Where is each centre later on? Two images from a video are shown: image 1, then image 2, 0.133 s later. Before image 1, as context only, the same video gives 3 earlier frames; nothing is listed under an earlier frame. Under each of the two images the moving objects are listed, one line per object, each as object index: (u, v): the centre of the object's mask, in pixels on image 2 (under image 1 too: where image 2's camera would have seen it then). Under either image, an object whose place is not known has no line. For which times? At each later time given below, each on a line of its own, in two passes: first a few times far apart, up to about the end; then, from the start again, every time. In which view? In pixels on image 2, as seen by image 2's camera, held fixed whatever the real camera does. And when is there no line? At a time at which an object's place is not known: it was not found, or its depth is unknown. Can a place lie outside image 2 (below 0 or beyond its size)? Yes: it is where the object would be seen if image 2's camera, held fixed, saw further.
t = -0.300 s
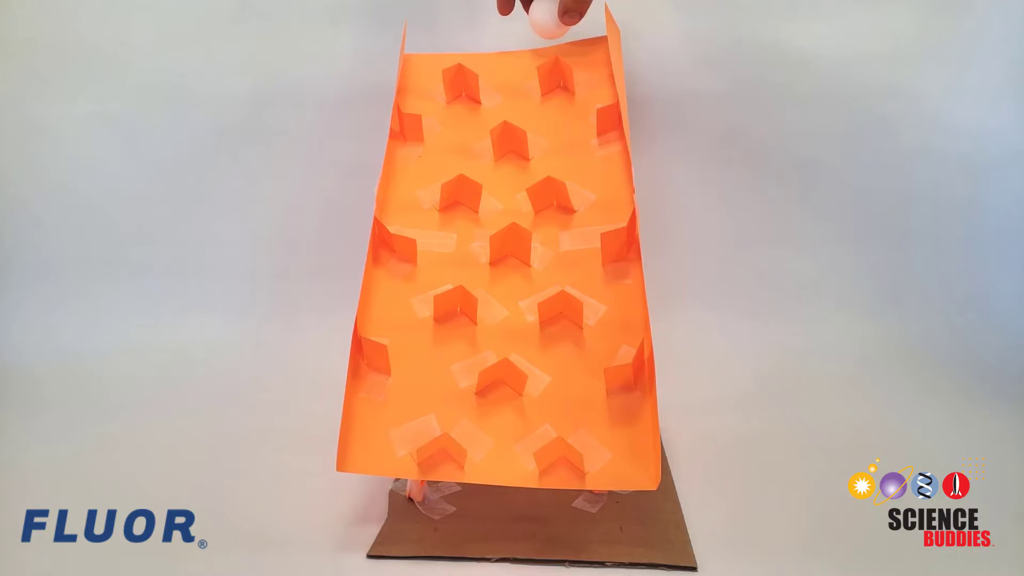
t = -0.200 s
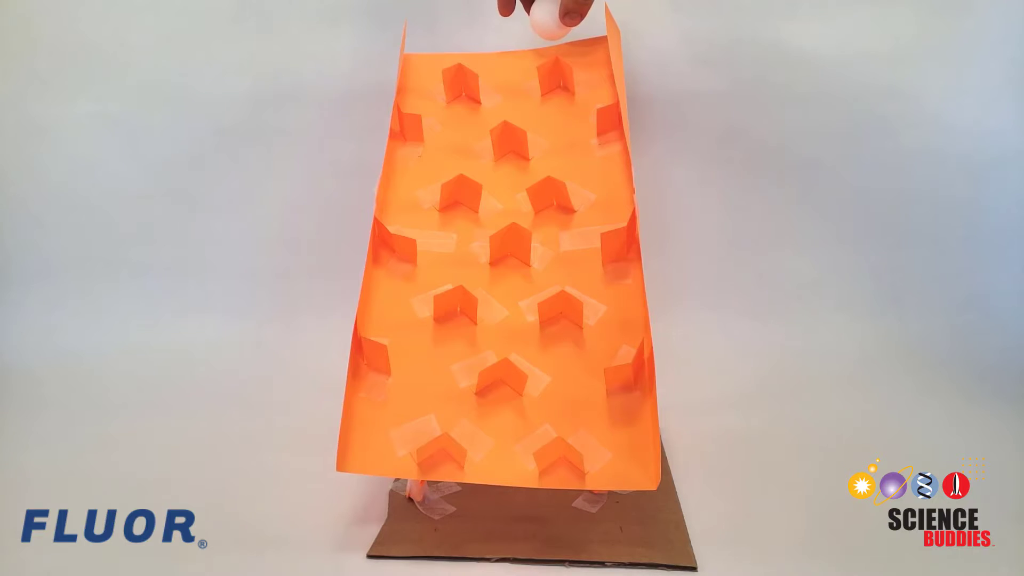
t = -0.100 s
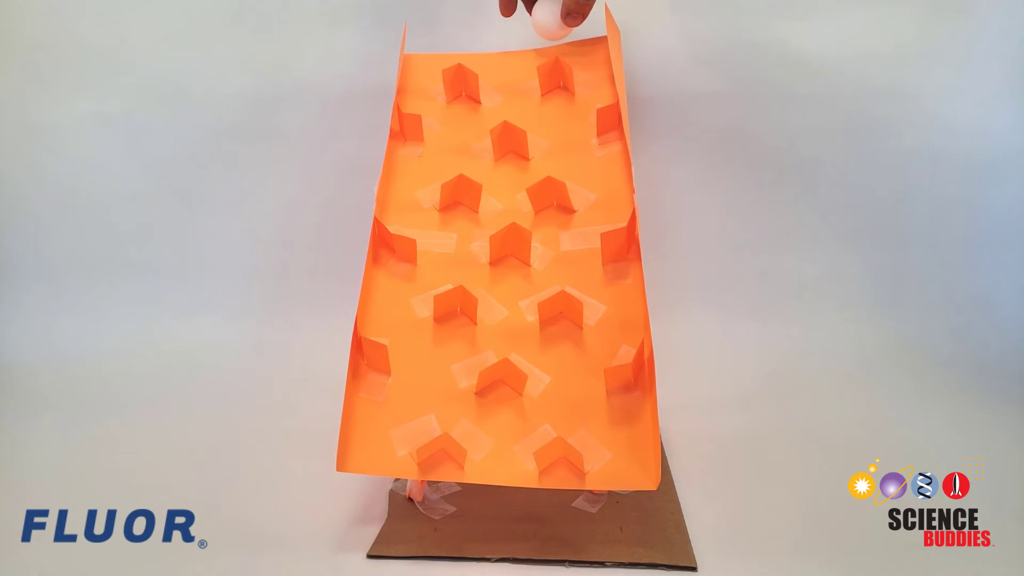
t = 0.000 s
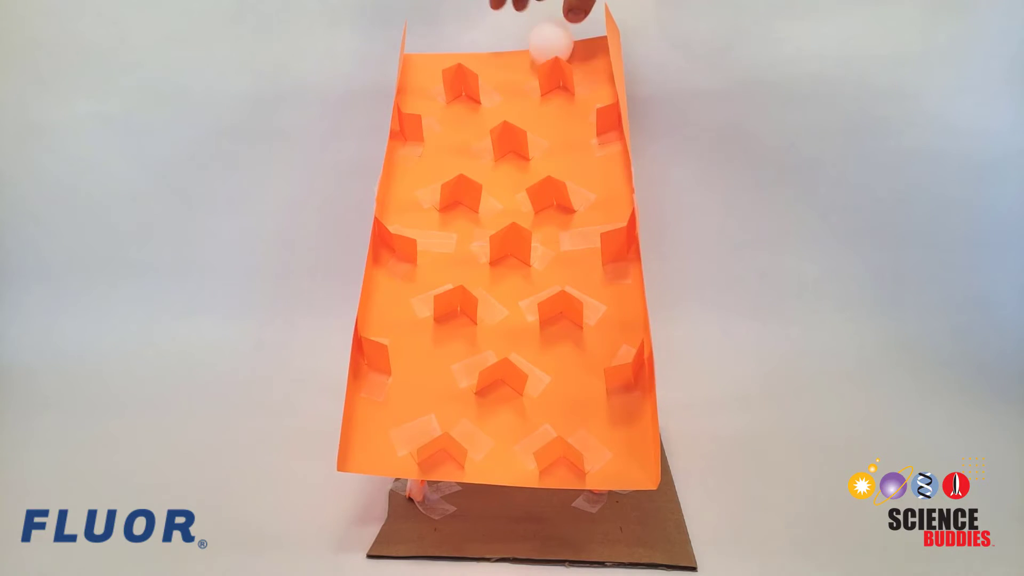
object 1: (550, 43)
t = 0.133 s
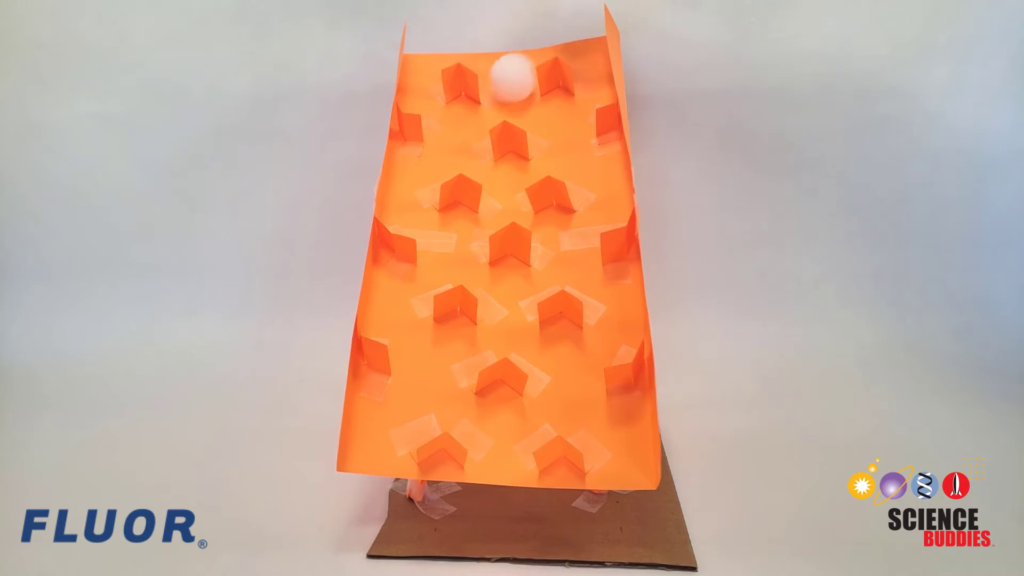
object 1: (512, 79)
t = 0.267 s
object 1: (525, 115)
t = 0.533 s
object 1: (610, 209)
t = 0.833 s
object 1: (577, 261)
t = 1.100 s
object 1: (566, 361)
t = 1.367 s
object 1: (565, 382)
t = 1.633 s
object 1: (512, 509)
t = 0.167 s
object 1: (499, 89)
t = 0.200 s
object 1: (503, 94)
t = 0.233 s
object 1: (516, 106)
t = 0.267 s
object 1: (525, 115)
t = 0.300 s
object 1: (537, 117)
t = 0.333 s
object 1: (547, 127)
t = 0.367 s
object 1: (555, 139)
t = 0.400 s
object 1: (565, 155)
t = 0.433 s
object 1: (575, 178)
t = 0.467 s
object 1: (594, 186)
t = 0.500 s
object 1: (614, 196)
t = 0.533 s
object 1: (610, 209)
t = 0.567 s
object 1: (603, 220)
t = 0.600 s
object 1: (588, 228)
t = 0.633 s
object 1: (573, 231)
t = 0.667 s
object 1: (558, 240)
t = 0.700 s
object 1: (552, 246)
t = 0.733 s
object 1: (560, 243)
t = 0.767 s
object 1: (566, 244)
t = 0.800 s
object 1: (572, 250)
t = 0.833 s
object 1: (577, 261)
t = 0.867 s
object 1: (582, 276)
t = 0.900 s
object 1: (593, 285)
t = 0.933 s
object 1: (610, 296)
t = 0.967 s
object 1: (621, 312)
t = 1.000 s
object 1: (619, 331)
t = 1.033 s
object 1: (612, 353)
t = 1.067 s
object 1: (592, 355)
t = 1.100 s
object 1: (566, 361)
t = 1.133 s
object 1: (543, 378)
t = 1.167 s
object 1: (553, 368)
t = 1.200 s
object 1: (565, 361)
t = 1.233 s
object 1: (575, 361)
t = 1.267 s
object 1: (583, 365)
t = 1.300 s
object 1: (582, 367)
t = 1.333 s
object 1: (574, 372)
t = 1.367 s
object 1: (565, 382)
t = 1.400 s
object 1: (555, 399)
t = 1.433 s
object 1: (543, 421)
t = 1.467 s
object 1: (523, 431)
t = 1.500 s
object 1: (502, 447)
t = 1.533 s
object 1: (491, 462)
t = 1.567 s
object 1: (505, 472)
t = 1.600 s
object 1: (509, 482)
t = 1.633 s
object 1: (512, 509)
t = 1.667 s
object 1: (515, 543)
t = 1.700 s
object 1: (512, 540)
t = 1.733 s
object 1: (511, 541)
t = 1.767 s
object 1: (508, 551)
